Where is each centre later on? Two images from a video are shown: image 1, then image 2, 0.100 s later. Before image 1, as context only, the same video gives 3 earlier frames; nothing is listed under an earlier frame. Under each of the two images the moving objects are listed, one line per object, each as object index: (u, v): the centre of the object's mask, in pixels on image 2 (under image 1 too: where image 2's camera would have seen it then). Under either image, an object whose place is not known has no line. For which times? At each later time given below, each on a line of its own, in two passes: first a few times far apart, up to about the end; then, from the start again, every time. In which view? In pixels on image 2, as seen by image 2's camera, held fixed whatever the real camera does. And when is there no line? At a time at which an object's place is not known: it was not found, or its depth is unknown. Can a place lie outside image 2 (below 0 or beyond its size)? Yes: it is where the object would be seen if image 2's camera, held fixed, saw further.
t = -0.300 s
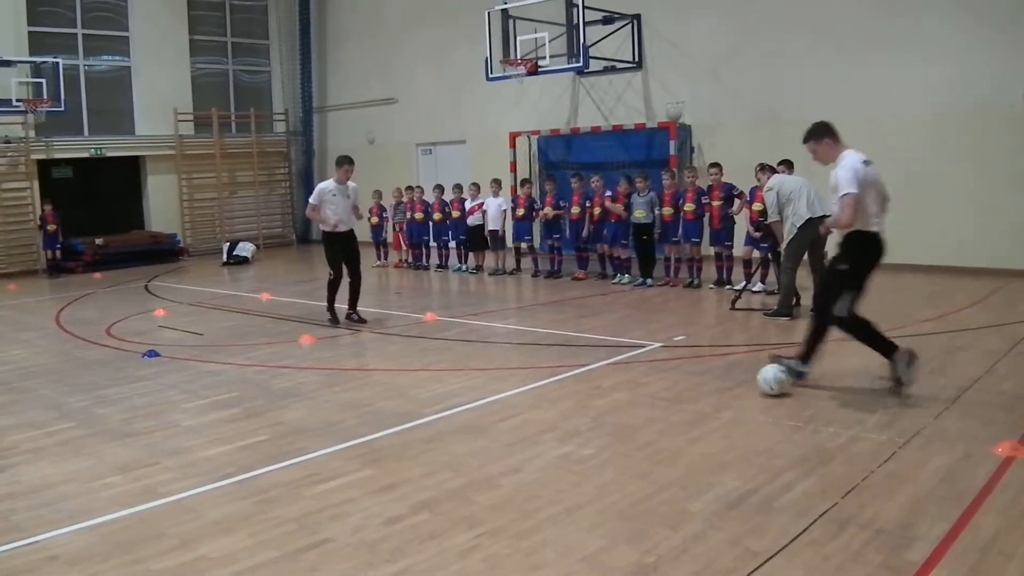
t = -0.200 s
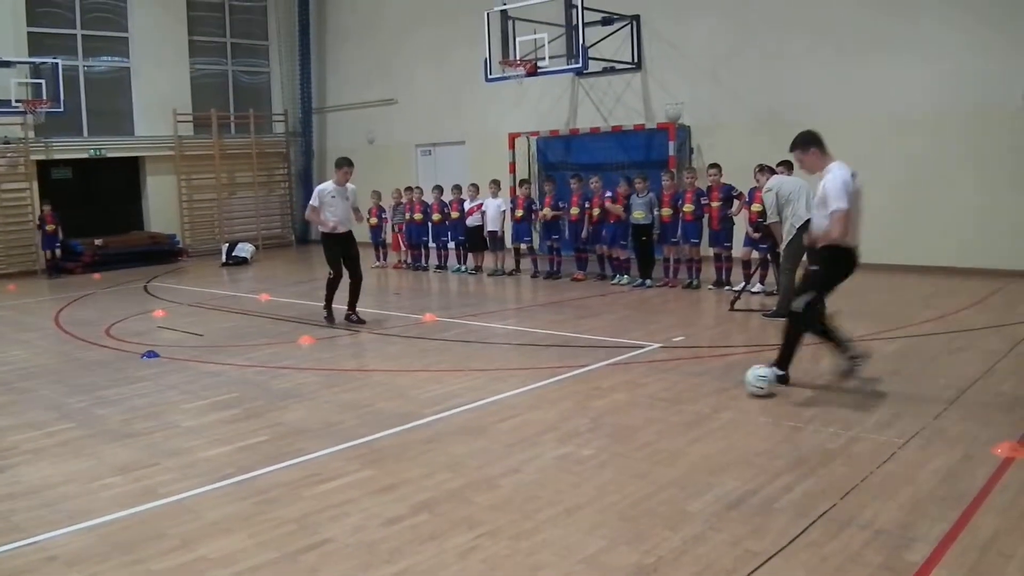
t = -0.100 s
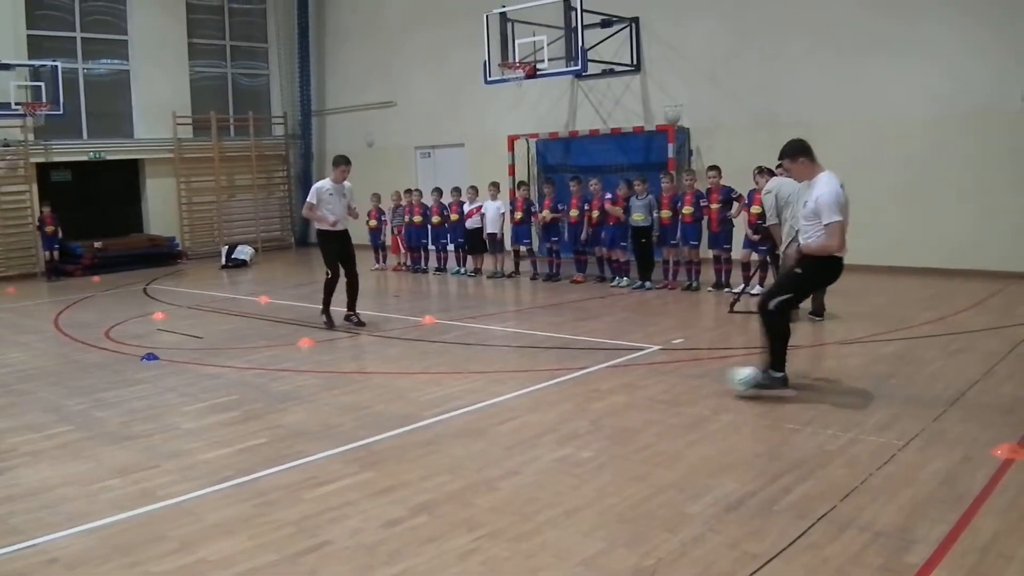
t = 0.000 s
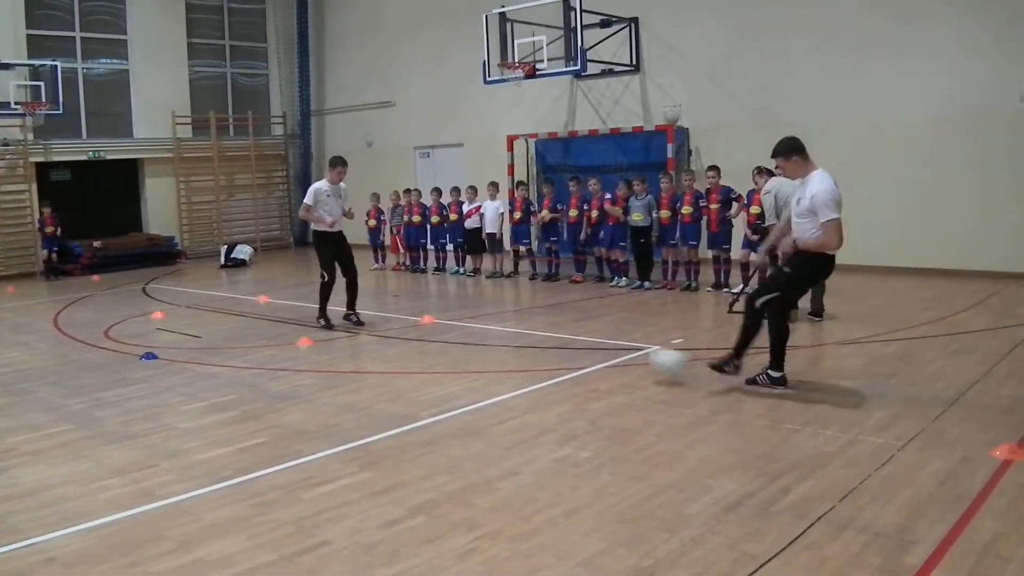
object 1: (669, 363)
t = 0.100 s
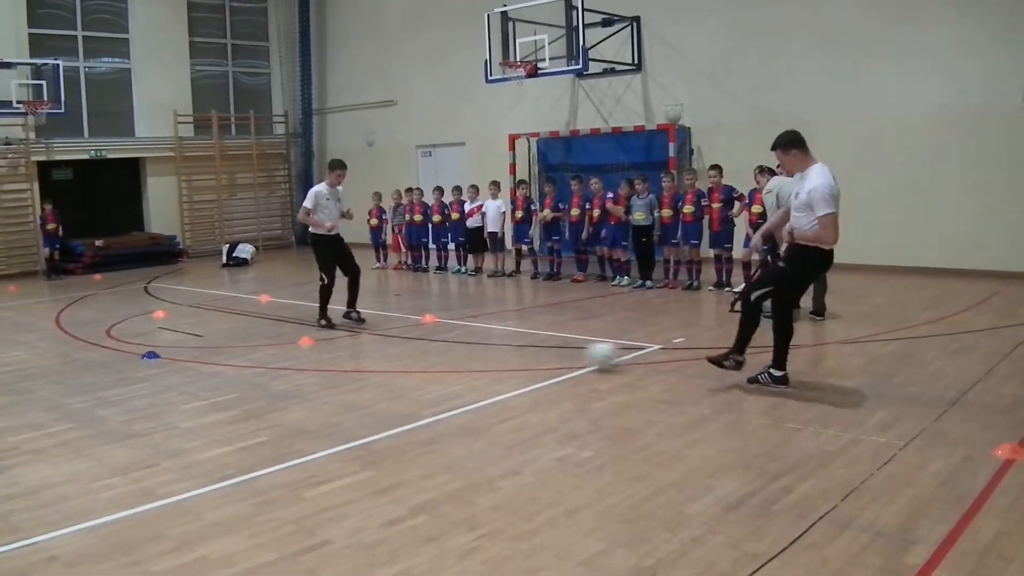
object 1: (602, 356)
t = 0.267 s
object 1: (519, 337)
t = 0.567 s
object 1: (422, 328)
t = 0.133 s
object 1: (582, 354)
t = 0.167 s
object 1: (566, 350)
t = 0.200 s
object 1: (550, 343)
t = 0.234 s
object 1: (534, 341)
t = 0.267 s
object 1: (519, 337)
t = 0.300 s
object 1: (507, 336)
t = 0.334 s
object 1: (494, 338)
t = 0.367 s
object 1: (481, 337)
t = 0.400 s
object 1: (470, 332)
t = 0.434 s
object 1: (459, 329)
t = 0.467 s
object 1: (449, 325)
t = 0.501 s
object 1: (439, 324)
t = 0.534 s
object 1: (430, 326)
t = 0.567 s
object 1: (422, 328)
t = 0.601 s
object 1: (413, 325)
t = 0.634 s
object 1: (404, 323)
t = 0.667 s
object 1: (396, 322)
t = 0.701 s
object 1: (388, 321)
